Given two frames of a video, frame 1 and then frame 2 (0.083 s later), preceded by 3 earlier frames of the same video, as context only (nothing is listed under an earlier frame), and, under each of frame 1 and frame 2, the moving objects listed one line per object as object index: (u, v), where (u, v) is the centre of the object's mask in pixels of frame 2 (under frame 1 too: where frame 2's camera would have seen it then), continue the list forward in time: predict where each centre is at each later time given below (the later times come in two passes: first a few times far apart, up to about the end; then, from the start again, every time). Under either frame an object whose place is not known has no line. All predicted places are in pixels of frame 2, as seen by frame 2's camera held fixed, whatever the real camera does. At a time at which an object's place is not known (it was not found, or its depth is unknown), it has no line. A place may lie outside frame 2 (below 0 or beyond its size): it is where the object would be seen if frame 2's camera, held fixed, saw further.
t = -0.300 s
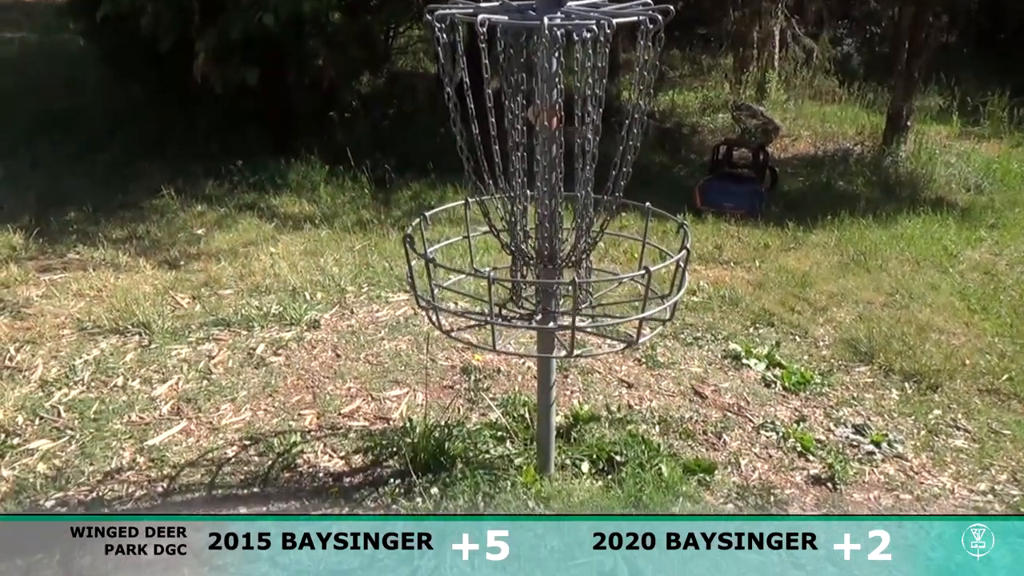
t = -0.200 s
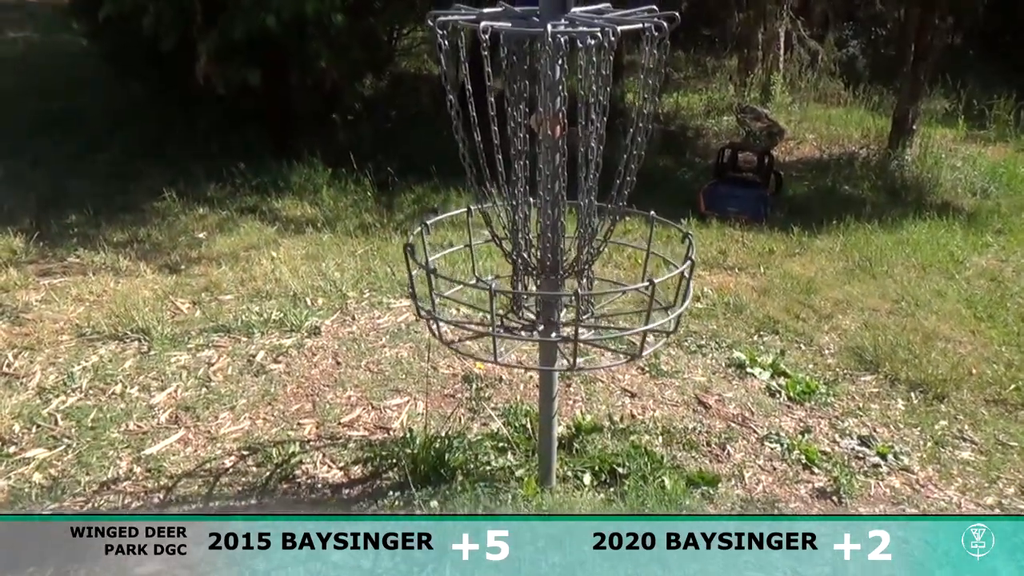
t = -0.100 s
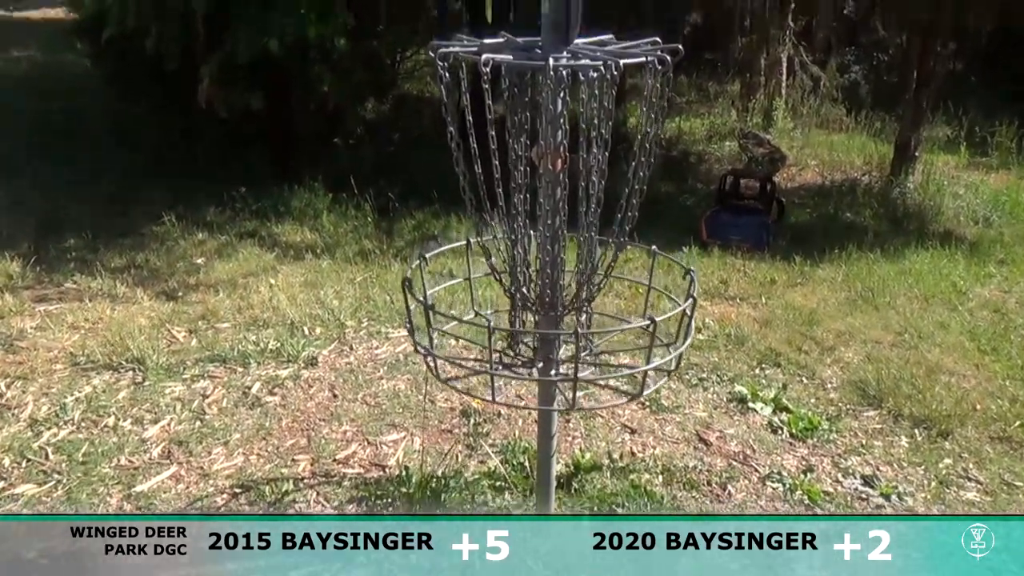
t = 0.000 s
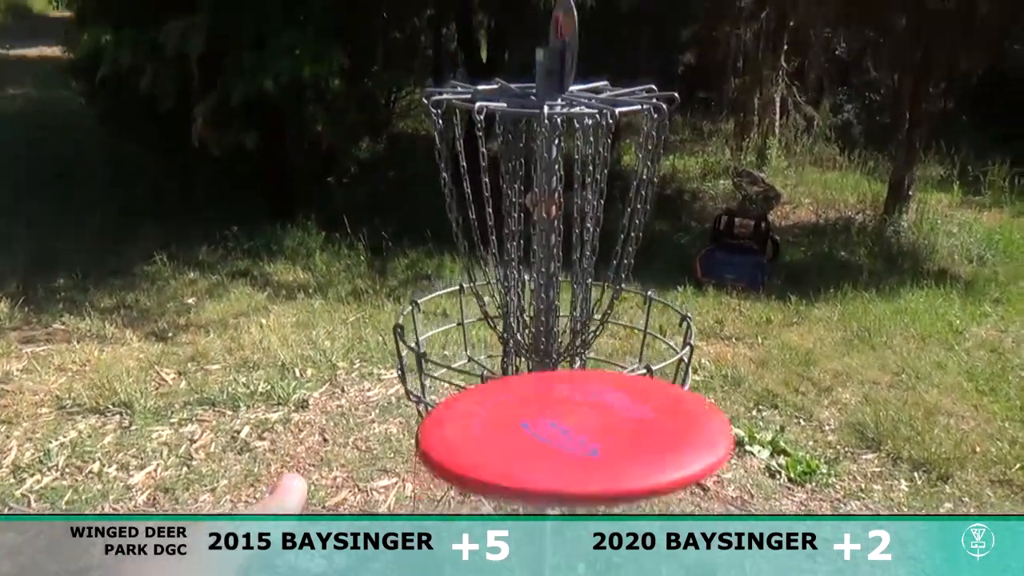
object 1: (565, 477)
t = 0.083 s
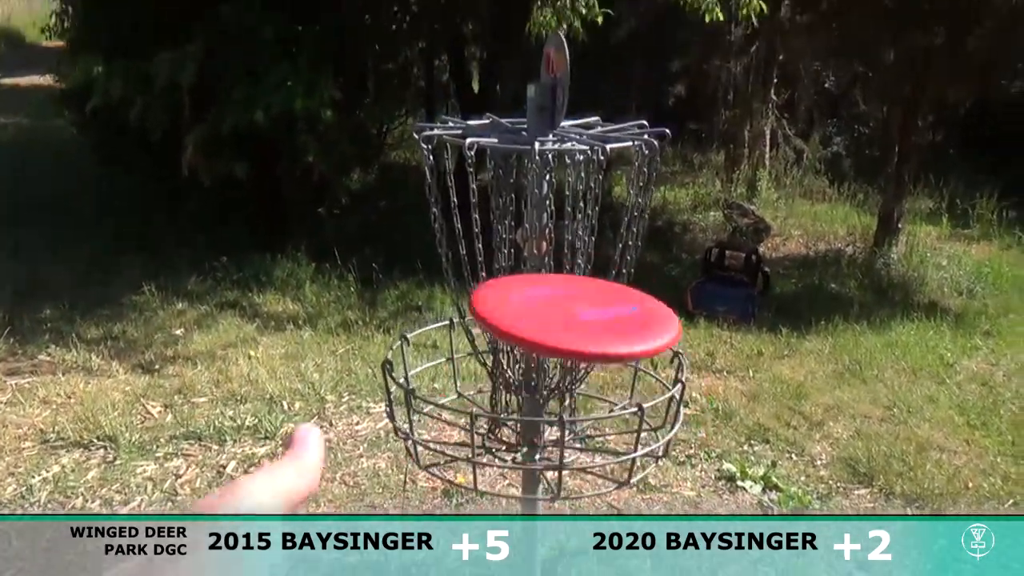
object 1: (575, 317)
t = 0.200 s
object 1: (582, 278)
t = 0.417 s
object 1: (614, 345)
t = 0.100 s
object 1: (576, 306)
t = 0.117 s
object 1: (577, 297)
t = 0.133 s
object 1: (579, 285)
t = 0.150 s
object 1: (581, 280)
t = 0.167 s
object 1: (581, 278)
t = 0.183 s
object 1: (580, 276)
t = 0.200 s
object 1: (582, 278)
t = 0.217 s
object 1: (581, 279)
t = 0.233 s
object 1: (582, 282)
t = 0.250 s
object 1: (583, 284)
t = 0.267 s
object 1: (584, 289)
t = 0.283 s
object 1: (585, 293)
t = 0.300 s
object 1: (587, 301)
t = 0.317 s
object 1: (590, 305)
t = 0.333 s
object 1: (592, 311)
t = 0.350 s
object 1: (595, 317)
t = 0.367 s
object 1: (598, 324)
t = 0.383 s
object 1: (603, 331)
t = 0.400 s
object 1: (608, 338)
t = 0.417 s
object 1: (614, 345)
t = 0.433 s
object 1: (617, 359)
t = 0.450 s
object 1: (622, 367)
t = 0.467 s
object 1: (627, 372)
